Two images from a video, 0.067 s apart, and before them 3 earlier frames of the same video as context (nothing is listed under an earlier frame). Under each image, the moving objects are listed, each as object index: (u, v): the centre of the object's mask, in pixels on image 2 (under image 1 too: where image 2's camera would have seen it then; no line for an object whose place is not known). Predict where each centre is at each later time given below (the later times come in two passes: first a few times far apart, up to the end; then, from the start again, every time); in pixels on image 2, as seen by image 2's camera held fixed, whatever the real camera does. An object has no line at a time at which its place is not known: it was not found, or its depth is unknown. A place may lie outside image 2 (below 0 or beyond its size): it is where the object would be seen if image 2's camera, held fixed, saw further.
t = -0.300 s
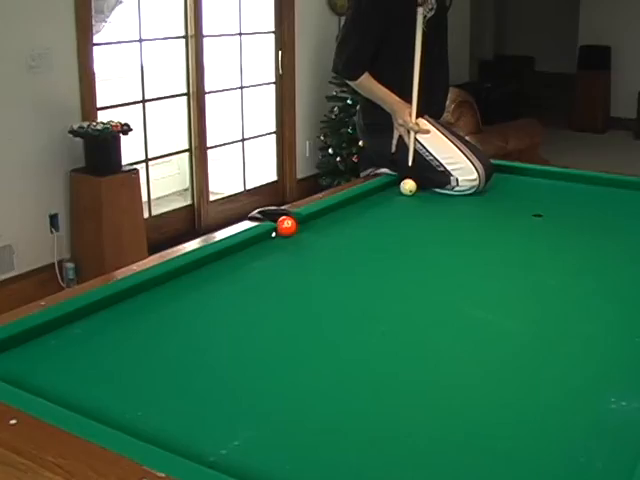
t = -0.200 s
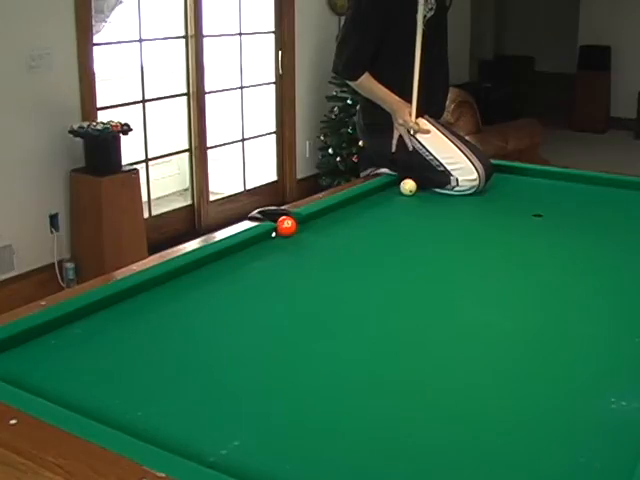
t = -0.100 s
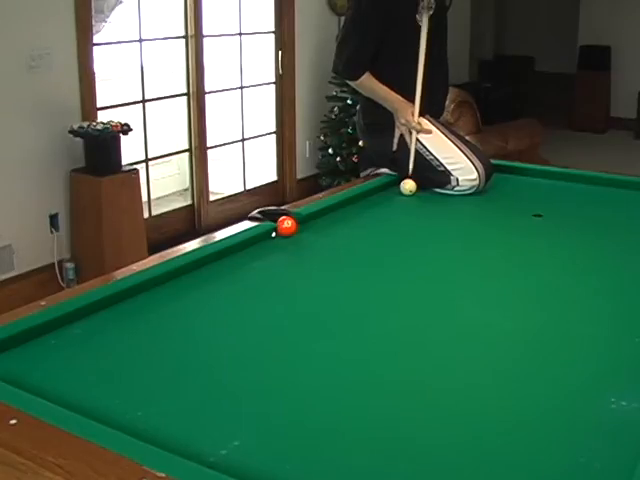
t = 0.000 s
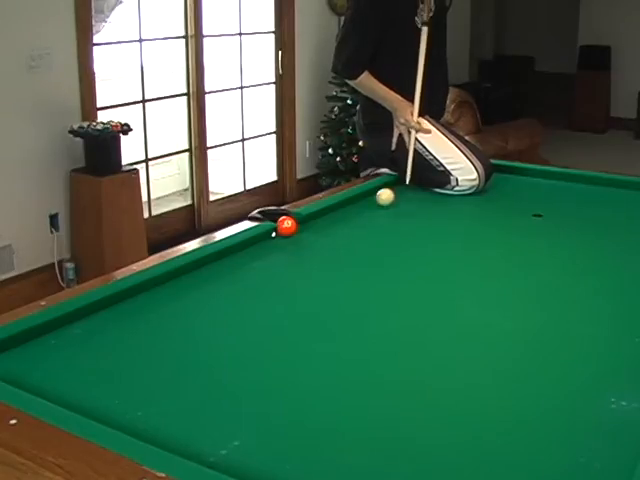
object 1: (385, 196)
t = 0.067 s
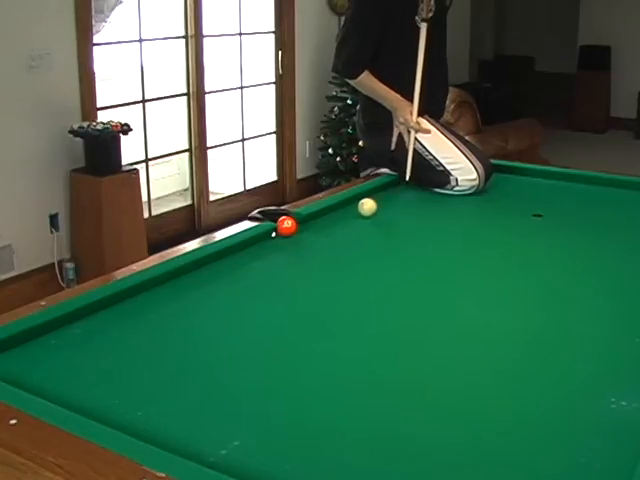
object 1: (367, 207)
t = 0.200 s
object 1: (329, 226)
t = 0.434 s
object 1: (260, 254)
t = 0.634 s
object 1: (208, 271)
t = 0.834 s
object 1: (173, 277)
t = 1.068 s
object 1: (190, 276)
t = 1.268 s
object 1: (217, 264)
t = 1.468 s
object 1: (242, 253)
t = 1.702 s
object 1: (268, 241)
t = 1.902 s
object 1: (287, 233)
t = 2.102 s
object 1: (307, 229)
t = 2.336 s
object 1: (329, 226)
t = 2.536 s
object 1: (346, 223)
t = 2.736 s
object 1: (361, 221)
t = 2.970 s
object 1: (378, 219)
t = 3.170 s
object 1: (391, 217)
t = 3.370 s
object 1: (403, 216)
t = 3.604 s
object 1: (416, 214)
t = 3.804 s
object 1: (426, 213)
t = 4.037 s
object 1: (436, 212)
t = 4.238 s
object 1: (444, 211)
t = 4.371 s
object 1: (449, 211)
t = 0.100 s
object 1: (358, 211)
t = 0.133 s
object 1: (348, 216)
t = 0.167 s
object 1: (338, 221)
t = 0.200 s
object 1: (329, 226)
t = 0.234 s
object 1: (319, 230)
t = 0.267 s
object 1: (309, 234)
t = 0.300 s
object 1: (299, 239)
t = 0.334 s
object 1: (289, 243)
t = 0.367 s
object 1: (280, 247)
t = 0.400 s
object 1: (270, 251)
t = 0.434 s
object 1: (260, 254)
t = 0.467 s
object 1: (251, 257)
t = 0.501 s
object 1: (242, 261)
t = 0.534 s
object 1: (233, 264)
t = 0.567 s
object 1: (224, 266)
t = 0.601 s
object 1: (216, 269)
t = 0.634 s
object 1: (208, 271)
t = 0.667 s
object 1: (201, 272)
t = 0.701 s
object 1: (193, 274)
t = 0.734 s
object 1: (187, 275)
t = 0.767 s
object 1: (181, 276)
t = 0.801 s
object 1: (175, 276)
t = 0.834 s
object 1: (173, 277)
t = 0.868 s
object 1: (174, 278)
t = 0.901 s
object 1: (176, 279)
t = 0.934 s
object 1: (178, 279)
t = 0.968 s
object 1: (180, 279)
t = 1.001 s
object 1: (183, 278)
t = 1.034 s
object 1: (186, 277)
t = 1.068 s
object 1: (190, 276)
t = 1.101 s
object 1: (194, 274)
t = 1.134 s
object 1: (199, 273)
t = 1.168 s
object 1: (203, 270)
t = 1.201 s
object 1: (208, 268)
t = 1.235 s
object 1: (212, 266)
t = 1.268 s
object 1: (217, 264)
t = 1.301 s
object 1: (221, 262)
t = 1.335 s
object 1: (226, 260)
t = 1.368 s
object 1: (230, 258)
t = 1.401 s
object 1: (234, 256)
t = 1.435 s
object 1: (238, 254)
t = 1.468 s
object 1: (242, 253)
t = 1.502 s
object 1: (246, 251)
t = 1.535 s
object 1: (250, 249)
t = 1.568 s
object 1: (253, 247)
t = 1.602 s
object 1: (257, 246)
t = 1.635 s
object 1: (261, 244)
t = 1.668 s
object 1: (264, 243)
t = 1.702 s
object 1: (268, 241)
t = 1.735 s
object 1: (271, 239)
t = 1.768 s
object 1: (274, 238)
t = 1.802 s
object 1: (277, 237)
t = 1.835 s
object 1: (281, 235)
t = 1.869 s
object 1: (284, 234)
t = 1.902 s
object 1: (287, 233)
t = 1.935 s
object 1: (290, 231)
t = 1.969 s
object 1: (294, 231)
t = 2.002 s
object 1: (297, 230)
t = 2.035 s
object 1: (300, 230)
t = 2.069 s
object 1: (304, 229)
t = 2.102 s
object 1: (307, 229)
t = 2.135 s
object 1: (310, 229)
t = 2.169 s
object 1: (314, 228)
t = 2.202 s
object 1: (317, 228)
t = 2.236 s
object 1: (320, 227)
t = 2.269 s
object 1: (323, 227)
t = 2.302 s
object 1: (326, 226)
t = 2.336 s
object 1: (329, 226)
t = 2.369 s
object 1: (332, 226)
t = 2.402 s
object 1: (335, 225)
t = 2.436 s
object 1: (338, 225)
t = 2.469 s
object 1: (340, 224)
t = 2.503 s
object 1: (343, 224)
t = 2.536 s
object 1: (346, 223)
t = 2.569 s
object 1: (349, 223)
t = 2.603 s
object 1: (351, 223)
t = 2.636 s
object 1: (354, 222)
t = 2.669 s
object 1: (356, 222)
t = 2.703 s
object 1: (359, 222)
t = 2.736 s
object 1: (361, 221)
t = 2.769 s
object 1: (364, 221)
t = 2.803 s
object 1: (366, 221)
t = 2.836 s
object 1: (369, 220)
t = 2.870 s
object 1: (371, 220)
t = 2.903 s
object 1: (373, 220)
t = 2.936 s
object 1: (376, 219)
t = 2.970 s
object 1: (378, 219)
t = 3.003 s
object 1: (380, 219)
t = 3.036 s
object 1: (382, 218)
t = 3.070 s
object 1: (385, 218)
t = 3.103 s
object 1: (387, 218)
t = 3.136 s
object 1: (389, 218)
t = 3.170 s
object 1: (391, 217)
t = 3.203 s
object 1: (393, 217)
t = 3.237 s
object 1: (395, 217)
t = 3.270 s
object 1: (397, 217)
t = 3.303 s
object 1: (399, 216)
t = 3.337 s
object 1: (401, 216)
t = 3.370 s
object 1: (403, 216)
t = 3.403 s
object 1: (405, 216)
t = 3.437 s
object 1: (407, 215)
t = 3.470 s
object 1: (409, 215)
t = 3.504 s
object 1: (411, 215)
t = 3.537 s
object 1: (412, 215)
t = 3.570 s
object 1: (414, 214)
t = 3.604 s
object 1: (416, 214)
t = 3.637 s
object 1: (418, 214)
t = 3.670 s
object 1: (419, 214)
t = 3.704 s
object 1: (421, 213)
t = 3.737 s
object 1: (422, 213)
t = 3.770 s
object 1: (424, 213)
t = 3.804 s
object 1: (426, 213)
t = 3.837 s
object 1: (427, 213)
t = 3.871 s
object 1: (428, 213)
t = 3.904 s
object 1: (430, 212)
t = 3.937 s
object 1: (432, 212)
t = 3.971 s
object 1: (433, 212)
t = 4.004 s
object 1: (434, 212)
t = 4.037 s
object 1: (436, 212)
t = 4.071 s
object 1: (437, 212)
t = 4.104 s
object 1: (439, 212)
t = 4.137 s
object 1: (440, 212)
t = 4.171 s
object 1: (442, 211)
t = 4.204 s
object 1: (443, 212)
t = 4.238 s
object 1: (444, 211)
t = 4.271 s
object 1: (446, 211)
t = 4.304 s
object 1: (447, 211)
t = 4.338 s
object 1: (448, 211)
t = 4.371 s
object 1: (449, 211)
